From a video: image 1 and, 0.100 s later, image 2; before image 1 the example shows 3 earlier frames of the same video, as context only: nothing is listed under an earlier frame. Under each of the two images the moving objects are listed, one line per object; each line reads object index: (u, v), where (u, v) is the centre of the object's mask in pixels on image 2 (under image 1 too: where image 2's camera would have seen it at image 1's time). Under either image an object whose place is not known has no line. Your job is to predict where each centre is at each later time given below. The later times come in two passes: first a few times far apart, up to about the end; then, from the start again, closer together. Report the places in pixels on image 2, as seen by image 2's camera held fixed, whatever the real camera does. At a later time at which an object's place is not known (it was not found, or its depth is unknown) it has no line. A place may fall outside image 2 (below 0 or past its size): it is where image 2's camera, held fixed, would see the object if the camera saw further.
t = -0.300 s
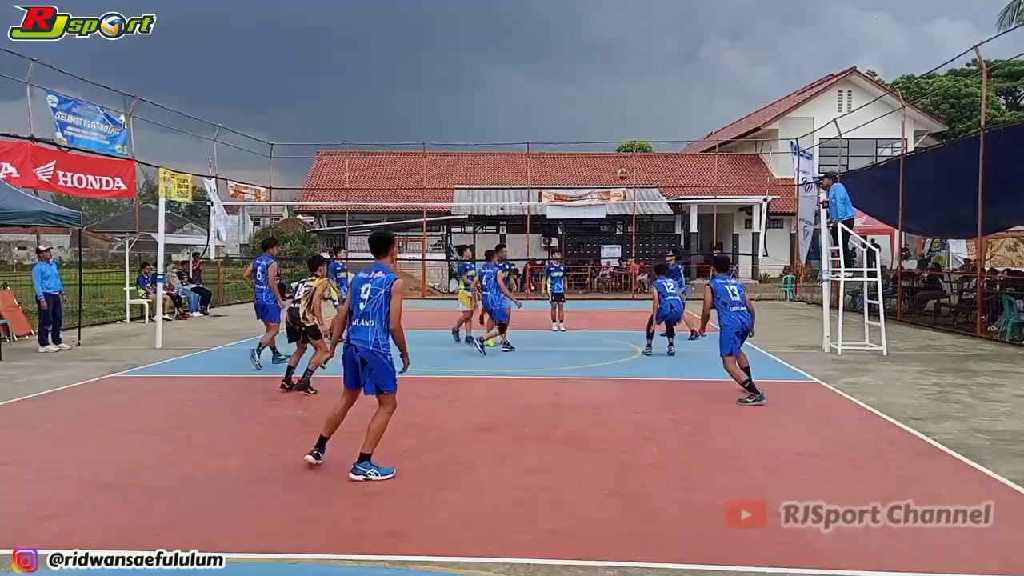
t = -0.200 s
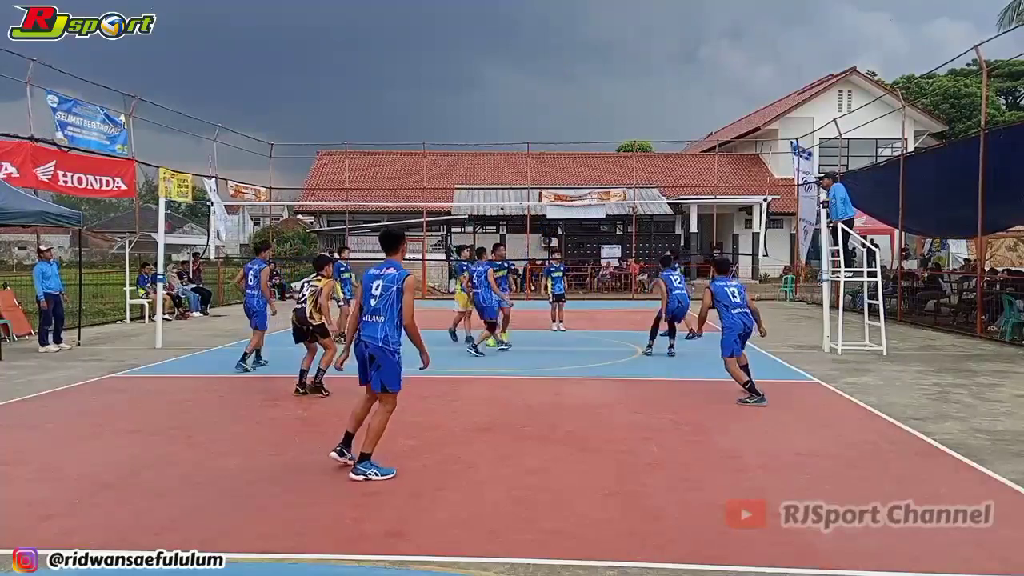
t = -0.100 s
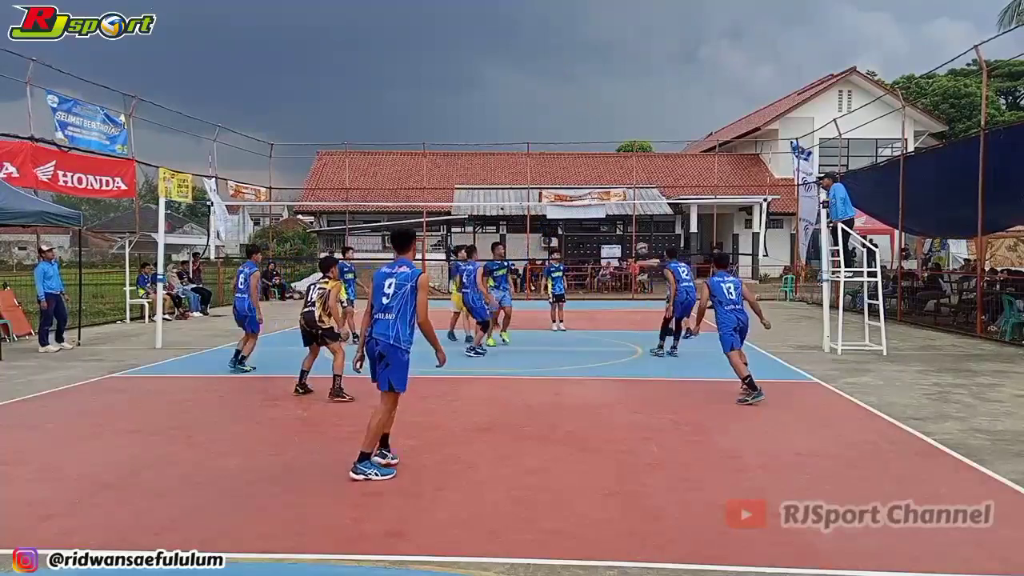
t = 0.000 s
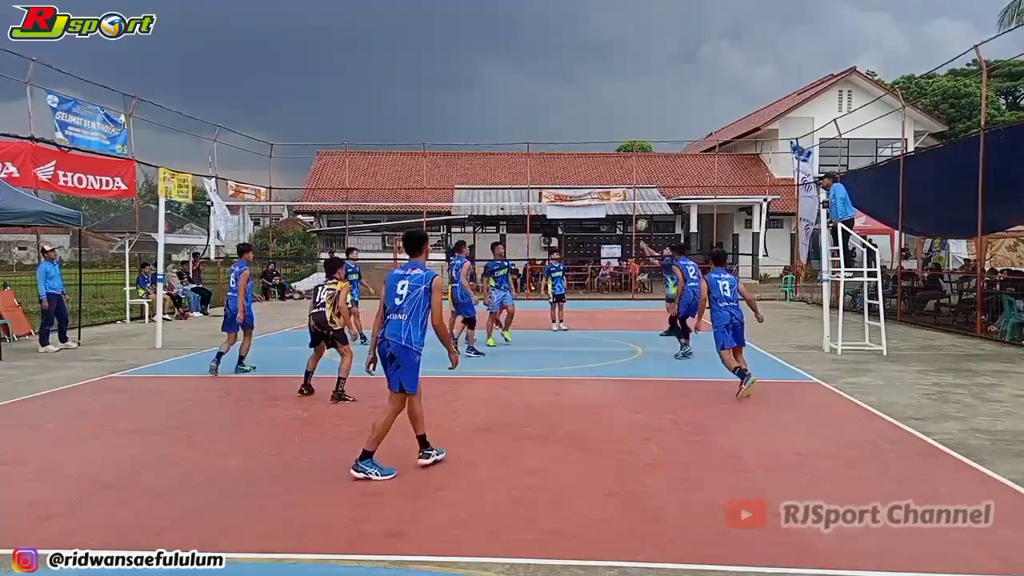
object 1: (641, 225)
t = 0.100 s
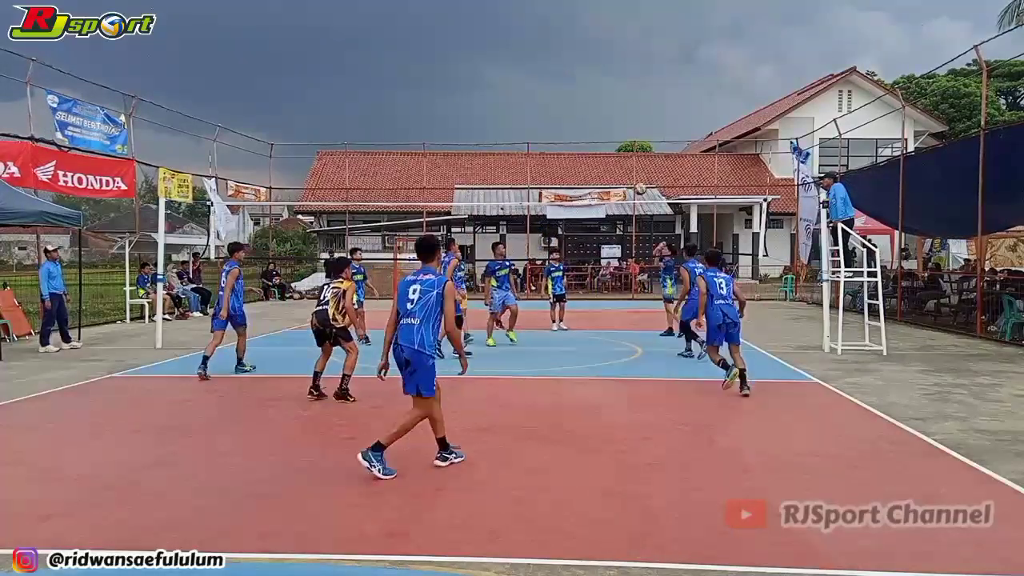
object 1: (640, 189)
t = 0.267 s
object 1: (638, 134)
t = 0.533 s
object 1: (634, 70)
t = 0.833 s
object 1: (626, 53)
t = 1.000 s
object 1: (619, 83)
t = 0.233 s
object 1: (638, 145)
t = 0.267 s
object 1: (638, 134)
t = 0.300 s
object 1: (638, 125)
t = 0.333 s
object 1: (637, 116)
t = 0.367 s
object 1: (637, 107)
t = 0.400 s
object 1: (636, 98)
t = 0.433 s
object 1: (636, 90)
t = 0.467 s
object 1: (635, 83)
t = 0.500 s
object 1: (635, 76)
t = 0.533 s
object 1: (634, 70)
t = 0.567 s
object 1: (633, 65)
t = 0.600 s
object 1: (633, 61)
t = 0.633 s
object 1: (631, 56)
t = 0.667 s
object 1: (631, 53)
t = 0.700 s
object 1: (630, 51)
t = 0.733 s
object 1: (630, 50)
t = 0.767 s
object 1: (629, 49)
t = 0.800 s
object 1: (627, 51)
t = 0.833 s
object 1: (626, 53)
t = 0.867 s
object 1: (624, 55)
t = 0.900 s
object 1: (623, 60)
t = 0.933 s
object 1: (622, 66)
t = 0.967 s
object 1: (621, 73)
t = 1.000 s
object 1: (619, 83)
